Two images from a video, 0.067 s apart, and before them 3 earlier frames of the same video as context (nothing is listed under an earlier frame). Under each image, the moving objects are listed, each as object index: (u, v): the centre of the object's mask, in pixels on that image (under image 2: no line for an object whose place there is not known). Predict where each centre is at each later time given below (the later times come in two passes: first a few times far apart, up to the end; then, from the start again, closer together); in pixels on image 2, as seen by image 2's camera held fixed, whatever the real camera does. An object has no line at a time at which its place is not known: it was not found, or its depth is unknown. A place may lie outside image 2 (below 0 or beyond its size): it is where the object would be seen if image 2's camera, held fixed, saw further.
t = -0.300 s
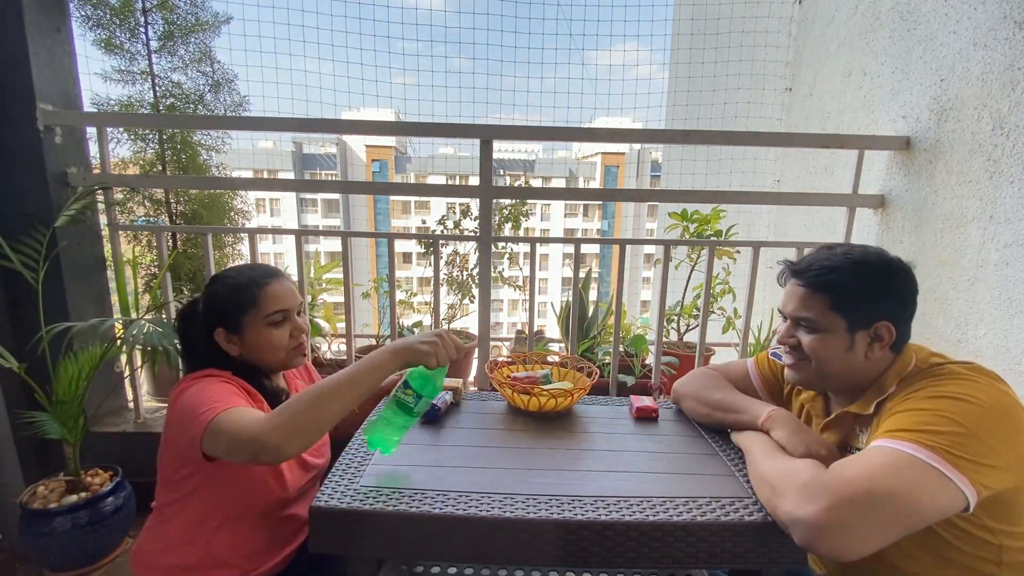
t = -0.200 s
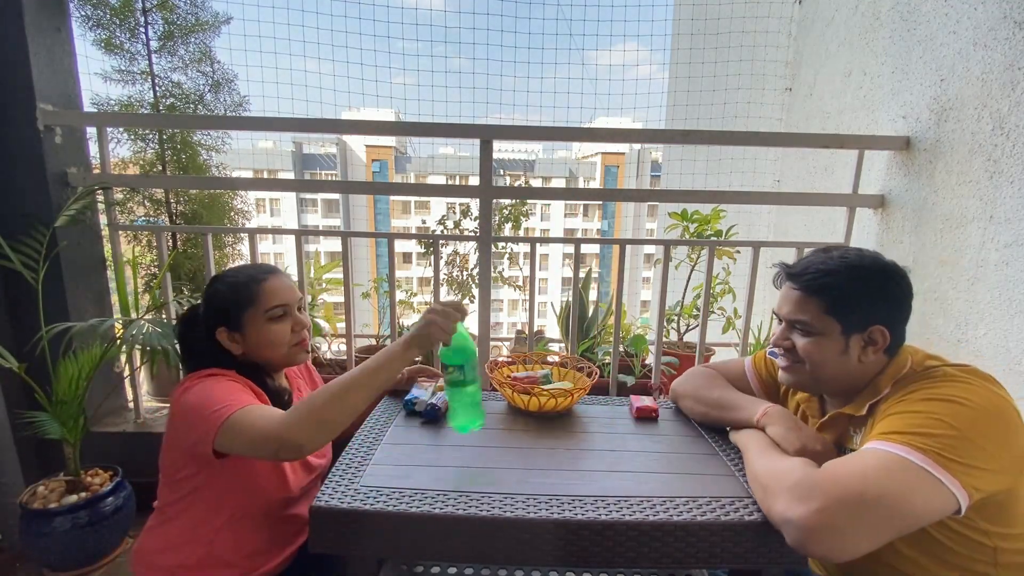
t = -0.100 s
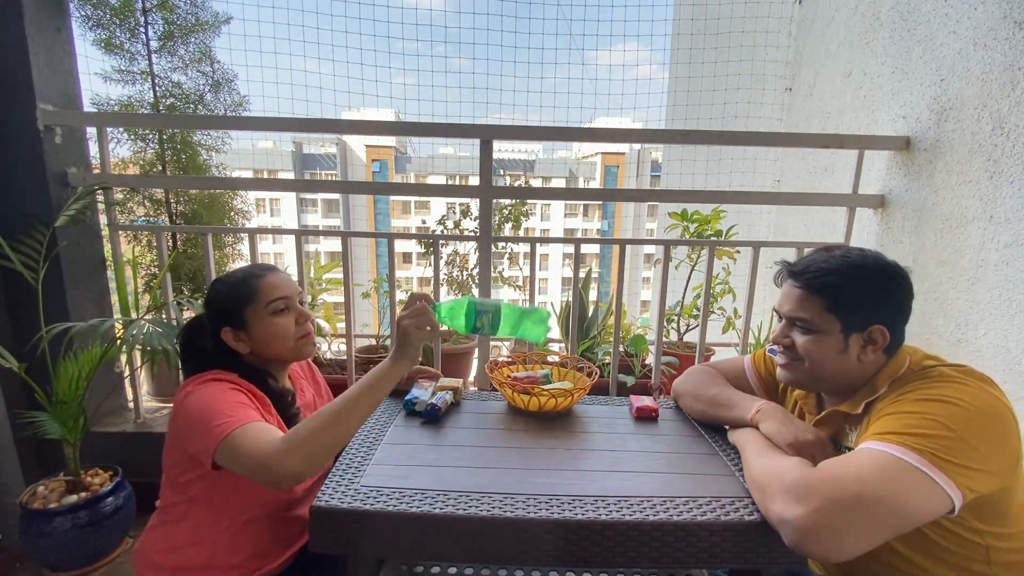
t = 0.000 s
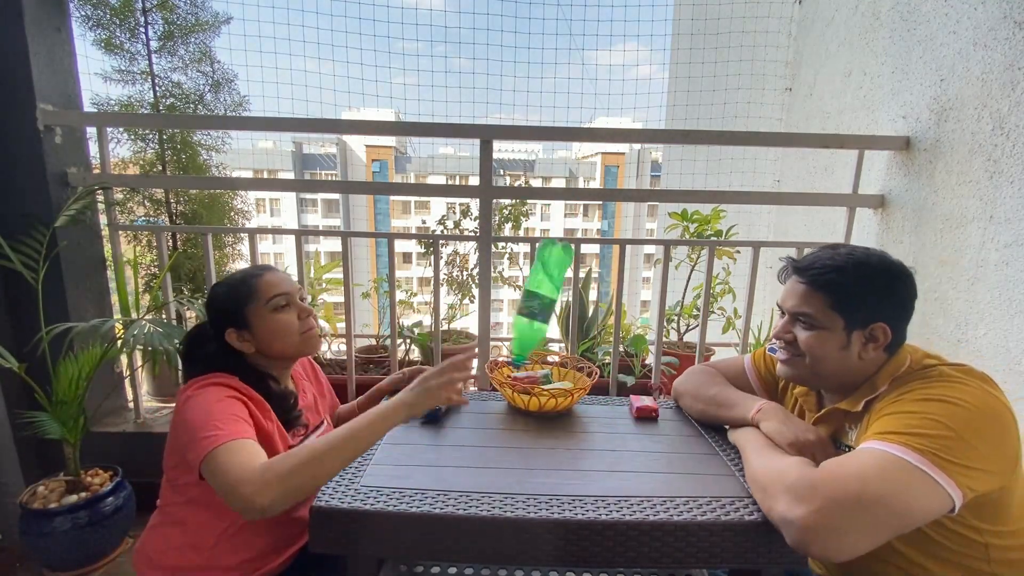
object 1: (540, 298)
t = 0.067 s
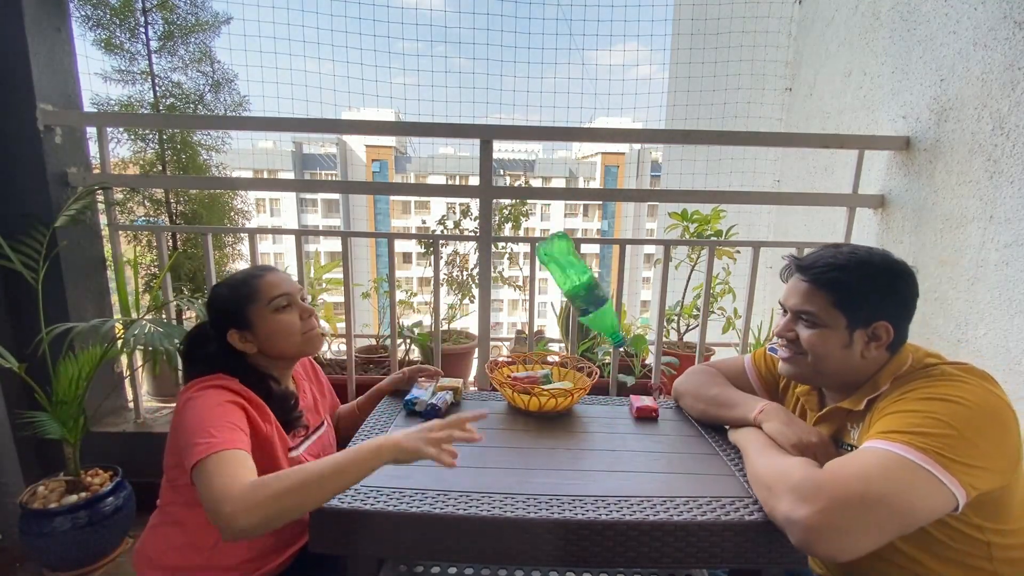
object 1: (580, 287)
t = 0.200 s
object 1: (609, 315)
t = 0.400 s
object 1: (612, 402)
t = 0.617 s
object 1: (602, 420)
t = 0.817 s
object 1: (581, 466)
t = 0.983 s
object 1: (581, 467)
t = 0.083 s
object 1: (586, 284)
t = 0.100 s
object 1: (593, 284)
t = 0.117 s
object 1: (598, 285)
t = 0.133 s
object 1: (602, 287)
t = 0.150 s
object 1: (605, 291)
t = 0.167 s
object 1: (607, 297)
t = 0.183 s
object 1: (609, 305)
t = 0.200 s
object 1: (609, 315)
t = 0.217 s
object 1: (610, 326)
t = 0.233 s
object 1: (609, 340)
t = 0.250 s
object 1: (610, 355)
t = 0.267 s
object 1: (611, 373)
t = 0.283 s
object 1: (611, 392)
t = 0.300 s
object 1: (612, 404)
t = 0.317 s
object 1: (613, 402)
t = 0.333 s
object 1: (614, 401)
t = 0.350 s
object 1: (613, 404)
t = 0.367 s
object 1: (612, 404)
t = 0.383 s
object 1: (612, 403)
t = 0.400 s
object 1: (612, 402)
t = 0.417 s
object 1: (613, 403)
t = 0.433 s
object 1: (613, 405)
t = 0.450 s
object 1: (613, 409)
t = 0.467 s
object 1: (614, 409)
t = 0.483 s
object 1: (614, 410)
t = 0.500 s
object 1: (613, 410)
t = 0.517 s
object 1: (613, 411)
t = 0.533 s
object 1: (612, 412)
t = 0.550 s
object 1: (610, 414)
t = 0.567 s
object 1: (608, 414)
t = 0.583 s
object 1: (607, 416)
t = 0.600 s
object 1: (605, 418)
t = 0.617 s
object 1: (602, 420)
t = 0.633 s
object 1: (600, 422)
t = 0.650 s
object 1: (597, 425)
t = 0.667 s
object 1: (593, 429)
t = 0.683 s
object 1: (590, 434)
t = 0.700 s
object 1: (586, 439)
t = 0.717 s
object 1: (584, 447)
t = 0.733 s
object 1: (581, 456)
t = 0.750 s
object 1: (579, 465)
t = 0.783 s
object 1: (580, 464)
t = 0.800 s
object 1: (580, 465)
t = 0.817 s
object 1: (581, 466)
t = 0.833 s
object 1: (581, 466)
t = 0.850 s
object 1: (582, 466)
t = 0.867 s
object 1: (582, 467)
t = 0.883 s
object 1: (582, 467)
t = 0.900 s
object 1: (582, 467)
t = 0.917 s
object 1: (582, 467)
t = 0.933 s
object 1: (582, 467)
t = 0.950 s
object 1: (582, 467)
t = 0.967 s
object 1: (581, 467)
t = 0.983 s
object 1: (581, 467)
